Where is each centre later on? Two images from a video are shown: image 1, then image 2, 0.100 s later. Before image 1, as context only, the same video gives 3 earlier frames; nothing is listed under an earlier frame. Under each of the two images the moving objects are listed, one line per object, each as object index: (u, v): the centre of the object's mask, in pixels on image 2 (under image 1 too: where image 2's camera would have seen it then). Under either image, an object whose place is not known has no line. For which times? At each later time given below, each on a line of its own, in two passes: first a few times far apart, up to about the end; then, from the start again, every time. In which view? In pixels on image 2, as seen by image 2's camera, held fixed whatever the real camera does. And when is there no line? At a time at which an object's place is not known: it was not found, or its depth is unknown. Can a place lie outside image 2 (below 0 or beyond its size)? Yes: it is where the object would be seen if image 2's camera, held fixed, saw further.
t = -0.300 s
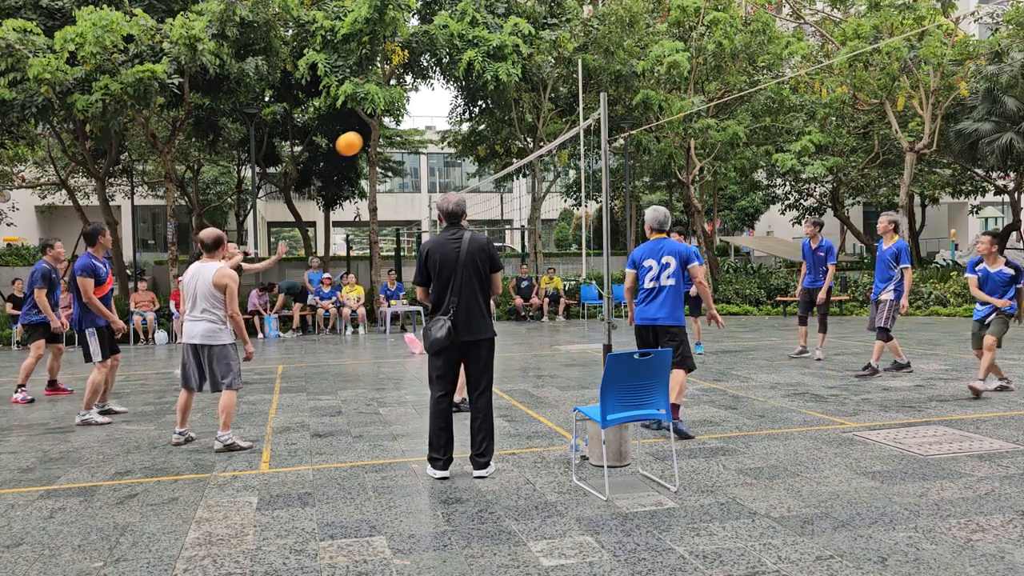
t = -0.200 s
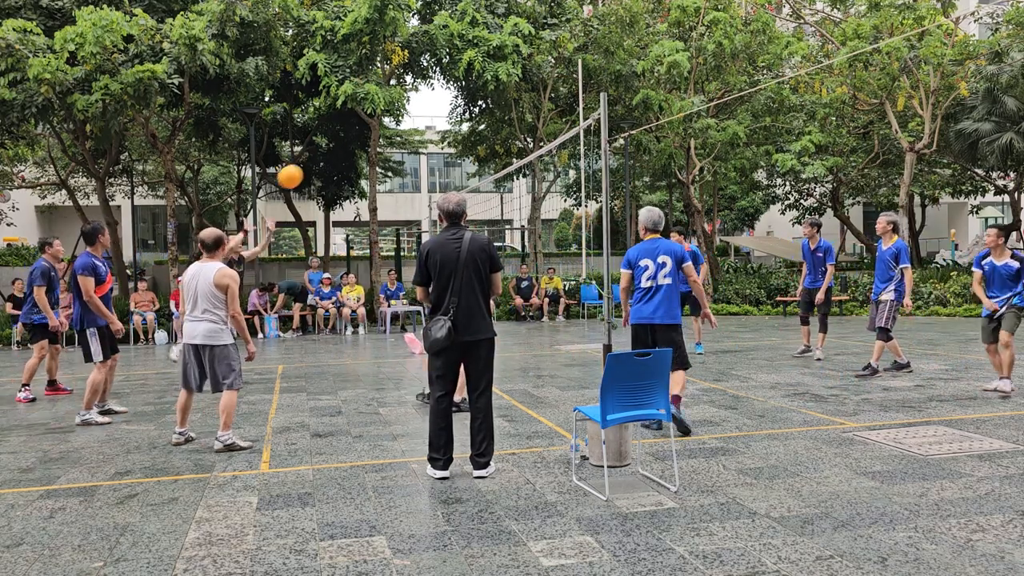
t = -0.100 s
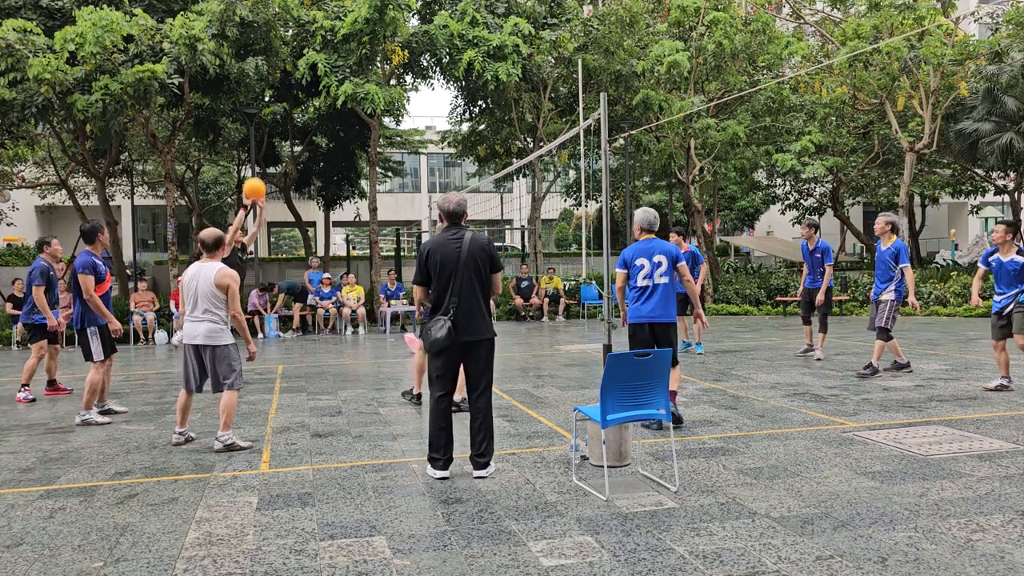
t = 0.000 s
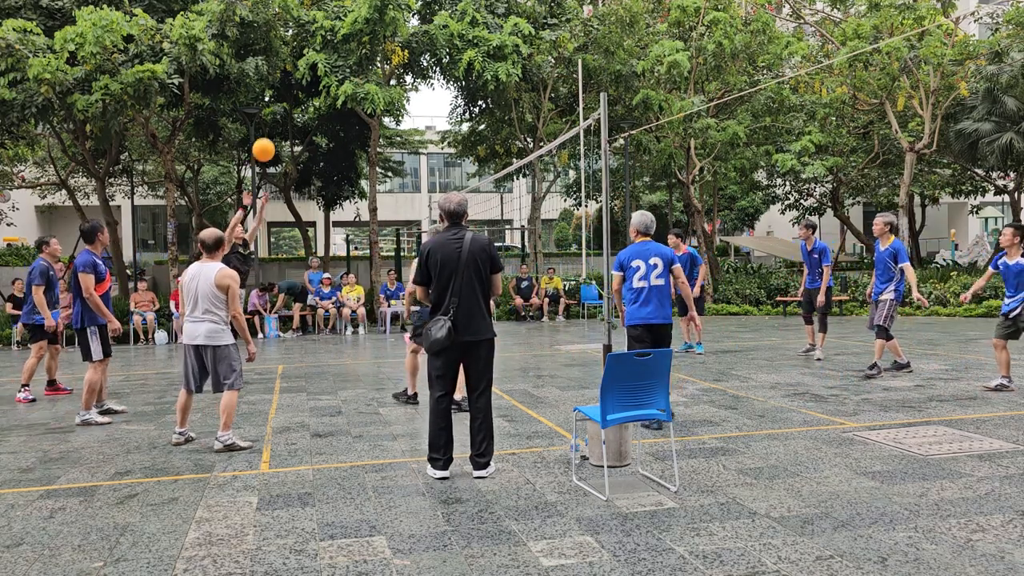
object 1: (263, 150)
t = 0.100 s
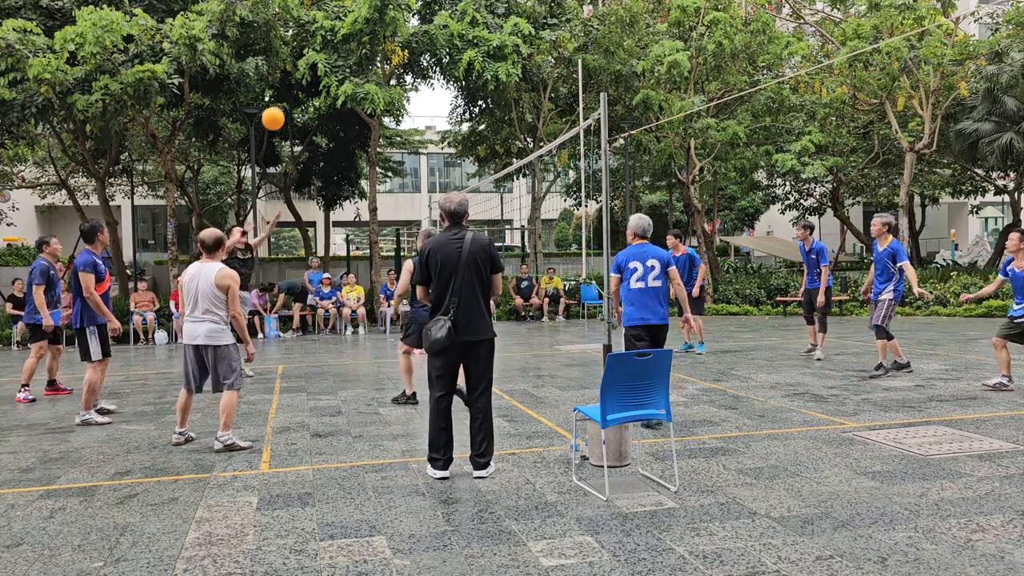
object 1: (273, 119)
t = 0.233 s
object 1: (286, 91)
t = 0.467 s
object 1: (309, 77)
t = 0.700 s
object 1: (333, 108)
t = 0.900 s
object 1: (353, 169)
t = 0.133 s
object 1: (276, 110)
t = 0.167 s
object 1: (279, 103)
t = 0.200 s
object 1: (282, 96)
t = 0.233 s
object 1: (286, 91)
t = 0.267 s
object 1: (289, 86)
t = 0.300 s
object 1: (292, 82)
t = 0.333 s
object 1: (296, 79)
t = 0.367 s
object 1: (299, 77)
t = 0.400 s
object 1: (302, 76)
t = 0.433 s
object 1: (306, 76)
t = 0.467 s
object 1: (309, 77)
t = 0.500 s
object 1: (312, 78)
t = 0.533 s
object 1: (316, 81)
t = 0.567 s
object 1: (319, 84)
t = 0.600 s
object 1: (323, 89)
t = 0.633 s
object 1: (326, 94)
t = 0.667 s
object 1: (330, 100)
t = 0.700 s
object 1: (333, 108)
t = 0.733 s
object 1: (337, 115)
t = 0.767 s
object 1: (340, 124)
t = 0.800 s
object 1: (343, 134)
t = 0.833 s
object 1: (347, 144)
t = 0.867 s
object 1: (350, 156)
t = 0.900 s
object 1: (353, 169)
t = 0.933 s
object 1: (356, 181)
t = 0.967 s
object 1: (359, 195)
